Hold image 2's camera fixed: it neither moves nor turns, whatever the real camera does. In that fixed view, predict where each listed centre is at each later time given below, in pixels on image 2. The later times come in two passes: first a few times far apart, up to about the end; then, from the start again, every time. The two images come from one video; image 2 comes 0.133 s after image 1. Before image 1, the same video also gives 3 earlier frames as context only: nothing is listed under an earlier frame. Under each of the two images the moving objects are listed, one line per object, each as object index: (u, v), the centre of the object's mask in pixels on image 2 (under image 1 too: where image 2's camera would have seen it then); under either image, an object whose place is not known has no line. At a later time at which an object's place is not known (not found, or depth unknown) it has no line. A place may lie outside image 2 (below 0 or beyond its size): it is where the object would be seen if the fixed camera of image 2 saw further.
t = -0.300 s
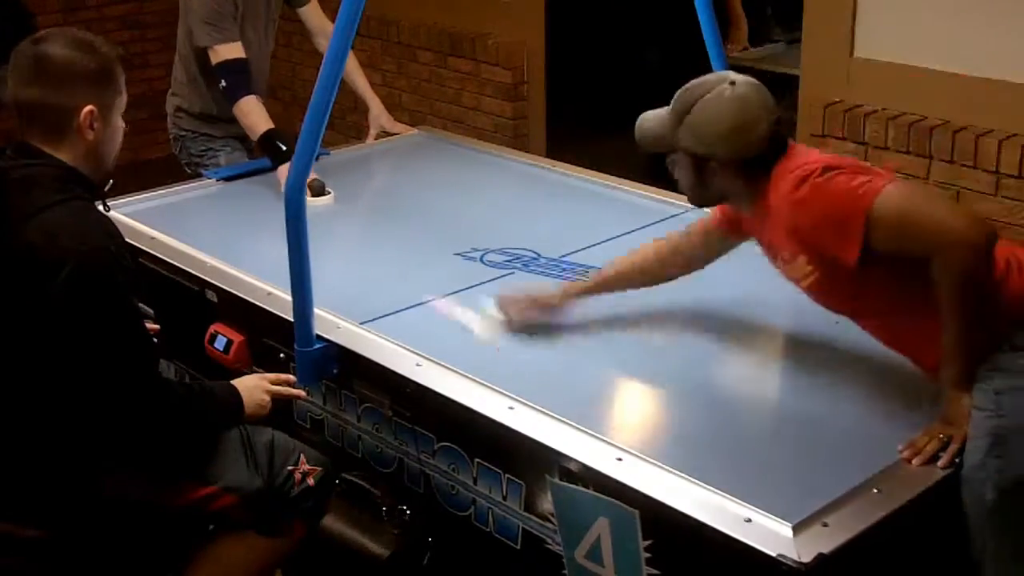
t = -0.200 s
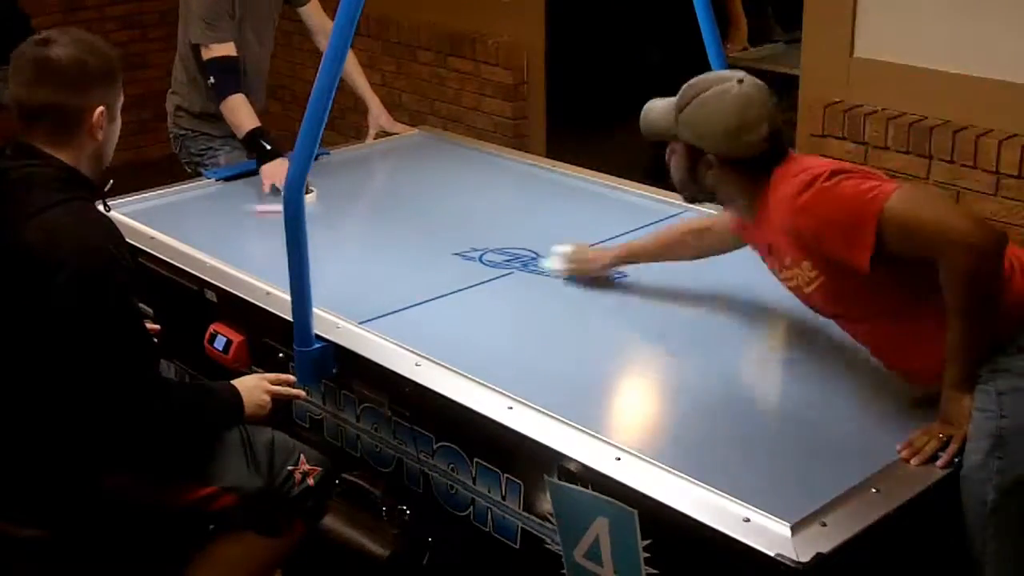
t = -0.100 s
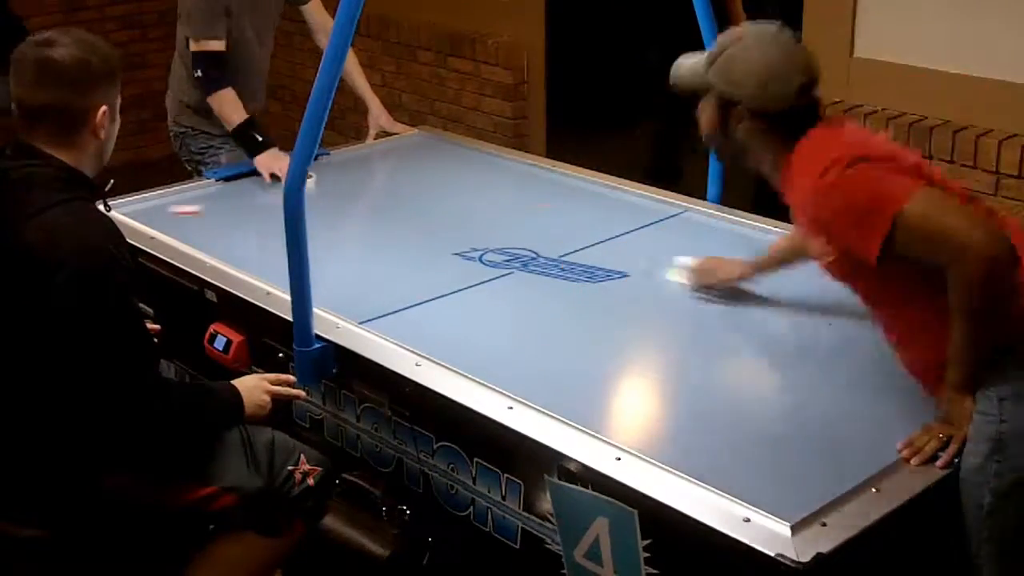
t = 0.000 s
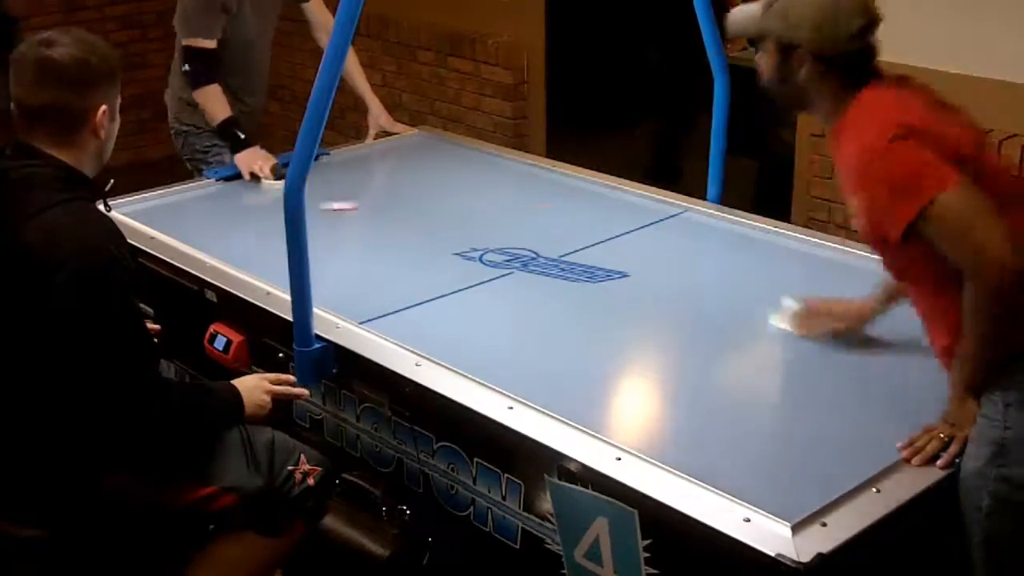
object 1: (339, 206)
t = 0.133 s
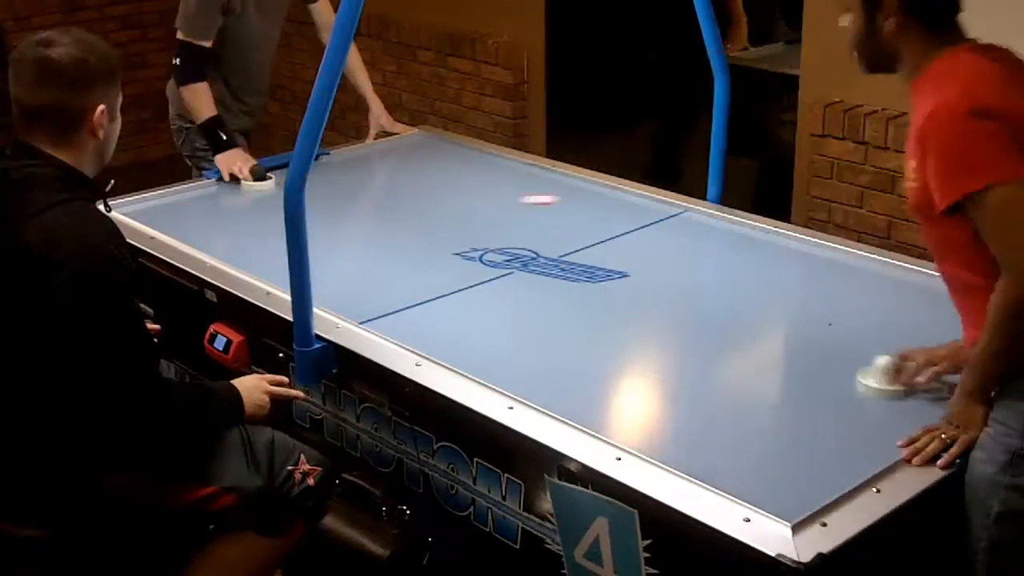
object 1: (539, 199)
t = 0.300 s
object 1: (614, 246)
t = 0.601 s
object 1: (637, 438)
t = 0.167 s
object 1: (587, 198)
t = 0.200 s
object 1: (617, 201)
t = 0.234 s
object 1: (616, 216)
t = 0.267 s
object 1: (615, 230)
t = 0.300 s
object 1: (614, 246)
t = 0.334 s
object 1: (614, 263)
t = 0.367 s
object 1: (612, 280)
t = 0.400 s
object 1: (609, 299)
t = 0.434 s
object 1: (608, 319)
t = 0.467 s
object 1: (607, 341)
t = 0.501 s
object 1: (606, 364)
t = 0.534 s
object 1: (604, 389)
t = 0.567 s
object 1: (603, 417)
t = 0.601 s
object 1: (637, 438)
